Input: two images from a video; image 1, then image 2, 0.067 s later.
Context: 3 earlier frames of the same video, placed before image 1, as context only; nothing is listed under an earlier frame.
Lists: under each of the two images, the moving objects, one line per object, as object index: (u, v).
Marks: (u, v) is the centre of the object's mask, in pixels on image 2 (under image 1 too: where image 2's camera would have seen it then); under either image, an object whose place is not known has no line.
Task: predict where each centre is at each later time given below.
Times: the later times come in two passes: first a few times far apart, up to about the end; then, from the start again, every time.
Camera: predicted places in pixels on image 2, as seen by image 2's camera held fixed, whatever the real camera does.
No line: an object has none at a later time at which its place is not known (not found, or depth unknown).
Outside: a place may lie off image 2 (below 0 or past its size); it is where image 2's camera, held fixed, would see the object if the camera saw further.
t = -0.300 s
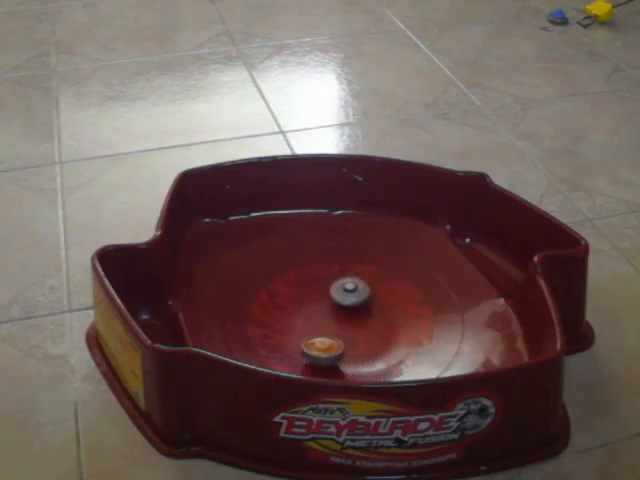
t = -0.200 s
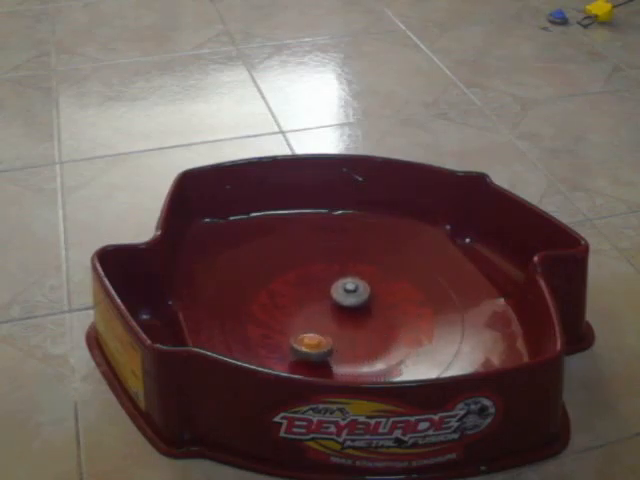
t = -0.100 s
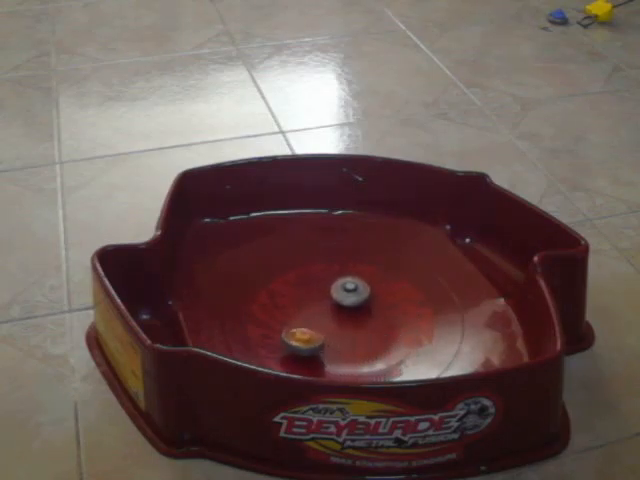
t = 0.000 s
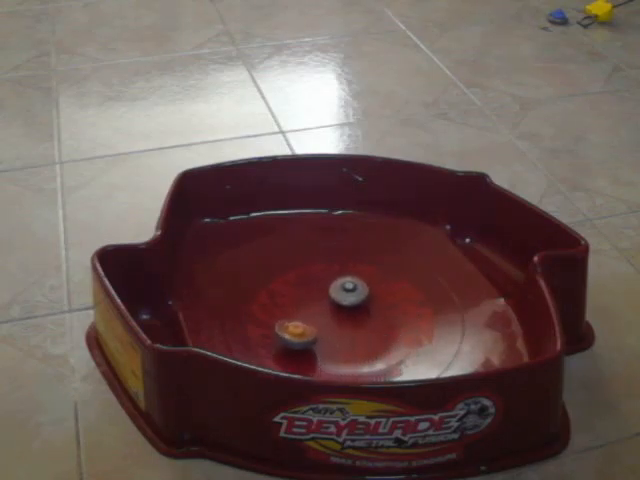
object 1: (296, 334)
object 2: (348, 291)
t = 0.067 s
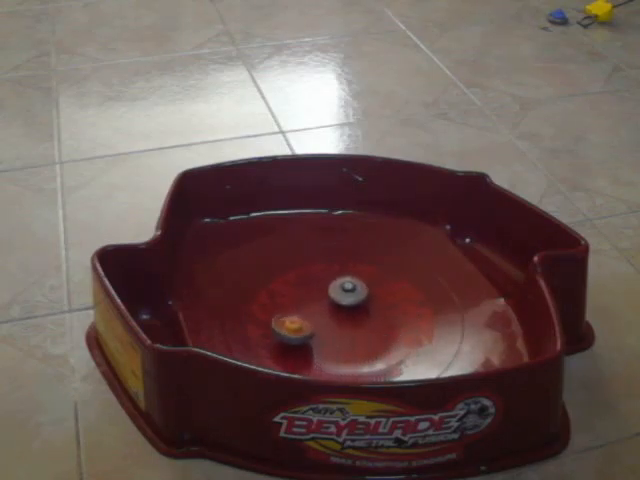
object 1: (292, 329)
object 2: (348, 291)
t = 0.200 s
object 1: (287, 318)
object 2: (348, 291)
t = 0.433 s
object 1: (288, 301)
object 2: (345, 290)
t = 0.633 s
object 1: (297, 290)
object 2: (344, 291)
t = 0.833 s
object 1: (306, 283)
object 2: (347, 291)
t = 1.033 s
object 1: (313, 281)
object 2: (363, 294)
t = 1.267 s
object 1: (333, 284)
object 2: (387, 302)
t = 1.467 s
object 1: (360, 288)
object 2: (391, 322)
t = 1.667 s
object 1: (385, 294)
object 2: (380, 328)
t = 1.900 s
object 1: (394, 298)
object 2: (368, 327)
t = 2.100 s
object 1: (394, 307)
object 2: (354, 323)
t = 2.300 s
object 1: (391, 323)
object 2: (345, 315)
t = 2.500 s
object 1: (383, 338)
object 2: (334, 307)
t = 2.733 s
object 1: (369, 347)
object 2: (331, 294)
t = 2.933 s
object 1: (354, 348)
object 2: (341, 285)
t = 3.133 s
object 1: (332, 345)
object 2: (371, 295)
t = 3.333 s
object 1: (310, 335)
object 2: (363, 304)
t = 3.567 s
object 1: (294, 321)
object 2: (352, 306)
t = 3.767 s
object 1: (292, 311)
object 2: (341, 306)
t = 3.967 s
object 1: (288, 301)
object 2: (343, 303)
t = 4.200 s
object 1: (296, 296)
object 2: (354, 299)
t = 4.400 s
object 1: (312, 291)
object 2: (364, 297)
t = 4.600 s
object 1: (315, 282)
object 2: (389, 299)
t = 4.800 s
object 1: (306, 287)
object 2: (406, 320)
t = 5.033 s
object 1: (324, 294)
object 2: (371, 337)
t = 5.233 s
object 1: (325, 274)
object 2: (361, 343)
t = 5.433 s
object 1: (303, 261)
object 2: (368, 357)
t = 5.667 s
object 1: (294, 287)
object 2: (348, 336)
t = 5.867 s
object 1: (310, 301)
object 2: (353, 313)
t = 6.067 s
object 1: (304, 308)
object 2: (388, 295)
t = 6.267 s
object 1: (309, 317)
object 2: (401, 307)
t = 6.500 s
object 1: (312, 326)
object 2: (370, 309)
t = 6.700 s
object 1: (315, 334)
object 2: (343, 292)
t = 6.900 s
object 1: (321, 339)
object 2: (345, 277)
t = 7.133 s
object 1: (330, 342)
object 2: (362, 295)
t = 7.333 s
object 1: (337, 340)
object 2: (332, 306)
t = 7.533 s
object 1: (343, 333)
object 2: (298, 306)
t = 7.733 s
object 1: (347, 325)
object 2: (299, 289)
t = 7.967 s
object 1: (356, 322)
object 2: (326, 288)
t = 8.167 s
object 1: (373, 335)
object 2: (339, 287)
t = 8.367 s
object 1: (384, 339)
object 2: (337, 299)
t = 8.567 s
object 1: (394, 334)
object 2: (327, 306)
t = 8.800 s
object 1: (391, 323)
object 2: (317, 313)
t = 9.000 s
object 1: (381, 319)
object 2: (311, 314)
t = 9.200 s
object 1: (368, 313)
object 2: (307, 314)
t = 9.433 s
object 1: (356, 304)
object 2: (305, 312)
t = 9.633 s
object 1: (349, 295)
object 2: (308, 310)
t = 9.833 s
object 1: (347, 283)
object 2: (309, 308)
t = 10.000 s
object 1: (347, 274)
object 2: (299, 312)
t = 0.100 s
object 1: (290, 326)
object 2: (348, 291)
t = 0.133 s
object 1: (289, 324)
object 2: (348, 291)
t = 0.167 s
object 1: (288, 321)
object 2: (348, 291)
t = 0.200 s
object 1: (287, 318)
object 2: (348, 291)
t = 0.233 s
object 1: (287, 315)
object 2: (348, 291)
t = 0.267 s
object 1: (287, 313)
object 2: (348, 291)
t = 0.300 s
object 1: (286, 311)
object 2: (347, 291)
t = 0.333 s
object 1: (286, 308)
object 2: (347, 290)
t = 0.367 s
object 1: (286, 306)
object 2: (347, 290)
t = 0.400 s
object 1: (287, 303)
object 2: (346, 290)
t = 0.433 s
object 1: (288, 301)
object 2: (345, 290)
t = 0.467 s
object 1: (289, 299)
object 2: (345, 291)
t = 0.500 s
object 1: (290, 297)
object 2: (345, 291)
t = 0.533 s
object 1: (292, 295)
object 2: (345, 291)
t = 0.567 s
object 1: (293, 293)
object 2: (345, 291)
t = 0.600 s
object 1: (295, 291)
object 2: (345, 291)
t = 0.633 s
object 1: (297, 290)
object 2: (344, 291)
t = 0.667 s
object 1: (298, 289)
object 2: (344, 291)
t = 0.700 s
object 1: (300, 288)
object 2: (344, 290)
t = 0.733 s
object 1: (302, 286)
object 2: (343, 290)
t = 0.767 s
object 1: (303, 285)
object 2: (344, 290)
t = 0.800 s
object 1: (305, 284)
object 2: (345, 290)
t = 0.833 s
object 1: (306, 283)
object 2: (347, 291)
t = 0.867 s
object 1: (308, 283)
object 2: (348, 291)
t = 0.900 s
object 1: (309, 283)
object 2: (349, 291)
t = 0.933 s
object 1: (311, 283)
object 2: (351, 292)
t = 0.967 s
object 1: (313, 282)
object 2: (353, 292)
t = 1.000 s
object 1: (314, 282)
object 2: (357, 293)
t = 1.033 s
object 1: (313, 281)
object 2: (363, 294)
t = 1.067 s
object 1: (314, 281)
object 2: (368, 295)
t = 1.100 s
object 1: (316, 281)
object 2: (371, 296)
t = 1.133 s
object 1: (319, 282)
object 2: (375, 296)
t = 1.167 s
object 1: (321, 282)
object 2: (377, 297)
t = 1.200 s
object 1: (325, 283)
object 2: (380, 298)
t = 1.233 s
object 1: (329, 283)
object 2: (384, 299)
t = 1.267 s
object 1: (333, 284)
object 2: (387, 302)
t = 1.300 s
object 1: (337, 284)
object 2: (390, 305)
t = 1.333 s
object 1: (342, 285)
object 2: (392, 308)
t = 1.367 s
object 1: (346, 285)
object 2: (393, 312)
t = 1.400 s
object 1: (351, 286)
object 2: (393, 316)
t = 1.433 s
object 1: (355, 287)
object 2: (393, 319)
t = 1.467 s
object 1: (360, 288)
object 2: (391, 322)
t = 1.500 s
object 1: (364, 288)
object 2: (390, 324)
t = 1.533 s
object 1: (369, 290)
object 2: (388, 325)
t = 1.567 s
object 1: (373, 290)
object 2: (386, 326)
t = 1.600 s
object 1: (378, 292)
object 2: (384, 327)
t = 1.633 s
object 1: (381, 293)
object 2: (382, 328)
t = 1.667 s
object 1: (385, 294)
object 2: (380, 328)
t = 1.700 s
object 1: (388, 294)
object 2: (379, 329)
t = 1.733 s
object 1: (390, 295)
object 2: (378, 329)
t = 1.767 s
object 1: (392, 296)
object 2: (376, 329)
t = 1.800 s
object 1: (392, 296)
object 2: (374, 329)
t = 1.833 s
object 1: (393, 297)
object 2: (372, 328)
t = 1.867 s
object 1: (394, 298)
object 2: (371, 328)
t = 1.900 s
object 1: (394, 298)
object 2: (368, 327)
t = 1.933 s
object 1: (394, 299)
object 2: (366, 327)
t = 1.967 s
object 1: (394, 300)
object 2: (364, 326)
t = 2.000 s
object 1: (394, 302)
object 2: (361, 325)
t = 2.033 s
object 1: (394, 303)
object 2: (358, 325)
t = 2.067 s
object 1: (394, 305)
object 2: (356, 324)
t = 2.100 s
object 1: (394, 307)
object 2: (354, 323)
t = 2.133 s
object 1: (393, 309)
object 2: (353, 322)
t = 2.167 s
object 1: (393, 312)
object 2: (351, 321)
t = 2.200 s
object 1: (392, 314)
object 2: (349, 319)
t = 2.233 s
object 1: (392, 317)
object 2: (348, 318)
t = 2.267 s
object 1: (392, 320)
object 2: (347, 317)
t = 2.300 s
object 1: (391, 323)
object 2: (345, 315)
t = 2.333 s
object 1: (390, 326)
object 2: (343, 314)
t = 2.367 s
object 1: (389, 328)
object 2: (340, 312)
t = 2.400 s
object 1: (387, 331)
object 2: (338, 311)
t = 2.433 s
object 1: (386, 334)
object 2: (336, 310)
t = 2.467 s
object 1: (385, 336)
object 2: (335, 308)
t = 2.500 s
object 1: (383, 338)
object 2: (334, 307)
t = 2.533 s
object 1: (381, 340)
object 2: (332, 304)
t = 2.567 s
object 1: (379, 342)
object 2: (331, 303)
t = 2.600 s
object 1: (377, 344)
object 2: (330, 301)
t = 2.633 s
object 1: (375, 345)
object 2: (330, 299)
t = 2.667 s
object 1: (373, 346)
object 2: (330, 298)
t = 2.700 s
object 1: (371, 347)
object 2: (330, 296)
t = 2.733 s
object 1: (369, 347)
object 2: (331, 294)
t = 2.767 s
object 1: (367, 348)
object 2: (331, 293)
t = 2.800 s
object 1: (365, 348)
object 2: (332, 291)
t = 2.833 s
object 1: (362, 348)
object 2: (333, 289)
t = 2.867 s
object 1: (360, 348)
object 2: (334, 287)
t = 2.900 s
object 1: (357, 349)
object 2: (337, 285)
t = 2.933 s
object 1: (354, 348)
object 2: (341, 285)
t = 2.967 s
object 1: (351, 348)
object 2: (346, 284)
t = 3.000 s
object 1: (347, 347)
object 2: (352, 285)
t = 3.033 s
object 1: (343, 347)
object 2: (358, 286)
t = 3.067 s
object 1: (339, 347)
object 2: (364, 289)
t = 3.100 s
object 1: (336, 346)
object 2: (368, 292)
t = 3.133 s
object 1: (332, 345)
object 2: (371, 295)
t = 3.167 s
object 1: (328, 344)
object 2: (372, 297)
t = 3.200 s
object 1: (324, 343)
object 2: (371, 299)
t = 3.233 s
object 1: (320, 341)
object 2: (370, 301)
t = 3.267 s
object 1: (316, 339)
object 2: (367, 302)
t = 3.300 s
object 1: (314, 337)
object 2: (365, 303)
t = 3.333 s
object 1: (310, 335)
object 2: (363, 304)
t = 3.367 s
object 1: (308, 333)
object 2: (361, 305)
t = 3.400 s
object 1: (305, 332)
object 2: (360, 306)
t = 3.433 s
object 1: (302, 329)
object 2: (358, 306)
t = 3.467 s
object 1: (300, 327)
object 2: (357, 306)
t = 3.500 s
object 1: (298, 325)
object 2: (355, 306)
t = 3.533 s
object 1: (296, 324)
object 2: (354, 306)
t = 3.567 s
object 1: (294, 321)
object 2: (352, 306)
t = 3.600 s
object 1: (293, 320)
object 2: (351, 306)
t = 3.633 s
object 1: (292, 318)
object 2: (349, 306)
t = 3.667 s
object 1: (292, 316)
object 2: (347, 306)
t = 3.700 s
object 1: (292, 314)
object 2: (345, 306)
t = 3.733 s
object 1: (291, 312)
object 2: (343, 306)
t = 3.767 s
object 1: (292, 311)
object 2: (341, 306)
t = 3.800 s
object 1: (292, 309)
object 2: (340, 306)
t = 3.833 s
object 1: (293, 308)
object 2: (338, 306)
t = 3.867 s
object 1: (293, 306)
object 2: (337, 305)
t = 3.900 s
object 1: (293, 304)
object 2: (336, 305)
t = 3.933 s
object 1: (290, 303)
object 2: (340, 304)
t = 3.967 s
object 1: (288, 301)
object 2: (343, 303)
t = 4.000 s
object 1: (288, 300)
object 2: (345, 302)
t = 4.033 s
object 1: (288, 300)
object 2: (346, 301)
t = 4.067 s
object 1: (289, 299)
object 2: (348, 301)
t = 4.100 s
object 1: (290, 298)
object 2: (349, 300)
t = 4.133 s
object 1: (291, 297)
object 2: (351, 300)
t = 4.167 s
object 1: (293, 297)
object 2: (352, 300)
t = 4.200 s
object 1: (296, 296)
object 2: (354, 299)
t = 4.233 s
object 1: (298, 295)
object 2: (355, 299)
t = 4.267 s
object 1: (300, 294)
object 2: (357, 299)
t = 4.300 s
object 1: (303, 293)
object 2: (358, 298)
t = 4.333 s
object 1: (306, 293)
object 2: (360, 299)
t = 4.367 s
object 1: (309, 292)
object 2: (362, 298)
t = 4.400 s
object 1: (312, 291)
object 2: (364, 297)
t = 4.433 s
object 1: (316, 290)
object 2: (365, 296)
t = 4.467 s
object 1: (319, 289)
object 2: (366, 296)
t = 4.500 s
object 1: (322, 288)
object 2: (367, 295)
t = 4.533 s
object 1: (326, 287)
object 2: (367, 295)
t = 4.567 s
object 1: (321, 284)
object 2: (378, 297)
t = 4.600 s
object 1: (315, 282)
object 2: (389, 299)
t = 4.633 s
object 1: (311, 281)
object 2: (397, 301)
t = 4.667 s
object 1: (309, 281)
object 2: (404, 304)
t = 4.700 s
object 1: (308, 282)
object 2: (406, 307)
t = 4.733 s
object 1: (307, 284)
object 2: (407, 311)
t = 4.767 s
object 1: (306, 285)
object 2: (407, 315)
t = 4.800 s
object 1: (306, 287)
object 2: (406, 320)
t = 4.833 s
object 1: (308, 289)
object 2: (404, 325)
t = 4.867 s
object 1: (309, 290)
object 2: (400, 330)
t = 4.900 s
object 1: (311, 291)
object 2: (395, 335)
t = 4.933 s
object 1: (314, 292)
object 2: (389, 338)
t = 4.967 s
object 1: (317, 293)
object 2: (382, 339)
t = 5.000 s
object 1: (320, 293)
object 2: (376, 339)
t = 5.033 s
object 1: (324, 294)
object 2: (371, 337)
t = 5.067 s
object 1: (328, 295)
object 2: (366, 335)
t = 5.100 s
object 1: (331, 296)
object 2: (361, 332)
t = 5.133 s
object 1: (334, 296)
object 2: (357, 329)
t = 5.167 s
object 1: (336, 296)
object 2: (353, 326)
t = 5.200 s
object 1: (331, 284)
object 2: (357, 334)
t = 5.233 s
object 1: (325, 274)
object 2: (361, 343)
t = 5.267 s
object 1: (321, 265)
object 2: (365, 351)
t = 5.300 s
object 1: (317, 260)
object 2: (367, 356)
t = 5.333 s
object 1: (313, 257)
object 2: (368, 359)
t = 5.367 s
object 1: (310, 257)
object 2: (370, 360)
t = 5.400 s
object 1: (306, 259)
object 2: (369, 359)
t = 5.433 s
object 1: (303, 261)
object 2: (368, 357)
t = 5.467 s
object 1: (300, 263)
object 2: (365, 355)
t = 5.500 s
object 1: (298, 266)
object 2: (361, 352)
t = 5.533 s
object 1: (296, 270)
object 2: (356, 349)
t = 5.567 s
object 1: (295, 274)
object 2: (352, 346)
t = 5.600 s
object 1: (294, 278)
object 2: (350, 343)
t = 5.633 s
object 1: (293, 283)
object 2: (349, 340)
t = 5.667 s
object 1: (294, 287)
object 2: (348, 336)
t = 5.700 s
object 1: (295, 291)
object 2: (347, 332)
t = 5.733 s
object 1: (297, 294)
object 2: (347, 328)
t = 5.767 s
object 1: (300, 297)
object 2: (347, 324)
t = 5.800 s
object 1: (304, 298)
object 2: (348, 320)
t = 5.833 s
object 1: (307, 300)
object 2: (349, 316)
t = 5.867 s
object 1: (310, 301)
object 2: (353, 313)
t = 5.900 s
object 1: (306, 302)
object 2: (362, 309)
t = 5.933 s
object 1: (303, 304)
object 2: (369, 306)
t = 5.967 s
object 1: (302, 304)
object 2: (375, 303)
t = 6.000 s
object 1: (303, 305)
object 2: (379, 300)
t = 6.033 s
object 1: (303, 306)
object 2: (383, 297)
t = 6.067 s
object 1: (304, 308)
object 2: (388, 295)
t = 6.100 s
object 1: (305, 309)
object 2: (391, 293)
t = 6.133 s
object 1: (306, 311)
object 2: (394, 294)
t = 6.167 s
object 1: (306, 312)
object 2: (397, 296)
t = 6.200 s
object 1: (307, 314)
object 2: (399, 298)
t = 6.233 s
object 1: (308, 315)
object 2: (401, 302)
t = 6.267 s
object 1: (309, 317)
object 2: (401, 307)
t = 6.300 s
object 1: (309, 318)
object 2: (399, 311)
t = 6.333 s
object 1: (310, 319)
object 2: (395, 314)
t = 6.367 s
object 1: (310, 321)
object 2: (390, 315)
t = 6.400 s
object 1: (311, 322)
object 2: (386, 315)
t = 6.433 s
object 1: (311, 323)
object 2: (380, 313)
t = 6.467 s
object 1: (312, 324)
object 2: (375, 311)
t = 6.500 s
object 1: (312, 326)
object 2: (370, 309)
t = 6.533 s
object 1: (313, 327)
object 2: (365, 307)
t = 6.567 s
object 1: (313, 328)
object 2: (360, 304)
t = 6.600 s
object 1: (314, 330)
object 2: (355, 301)
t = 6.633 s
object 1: (314, 331)
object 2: (351, 298)
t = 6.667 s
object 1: (315, 331)
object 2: (346, 295)
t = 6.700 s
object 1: (315, 334)
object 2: (343, 292)
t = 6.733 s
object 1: (316, 333)
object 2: (339, 289)
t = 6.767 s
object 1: (317, 335)
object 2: (337, 285)
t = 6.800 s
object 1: (318, 336)
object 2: (336, 282)
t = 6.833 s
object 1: (319, 337)
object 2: (338, 280)
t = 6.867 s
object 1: (320, 338)
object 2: (340, 278)
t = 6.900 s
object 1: (321, 339)
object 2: (345, 277)
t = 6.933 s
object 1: (322, 340)
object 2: (350, 278)
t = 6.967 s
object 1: (324, 341)
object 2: (355, 279)
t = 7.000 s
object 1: (325, 341)
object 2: (360, 282)
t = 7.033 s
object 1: (327, 342)
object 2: (364, 286)
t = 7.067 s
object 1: (328, 342)
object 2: (365, 290)
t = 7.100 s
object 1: (329, 342)
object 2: (365, 293)
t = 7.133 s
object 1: (330, 342)
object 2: (362, 295)
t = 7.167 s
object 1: (332, 342)
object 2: (359, 298)
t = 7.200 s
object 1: (333, 342)
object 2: (354, 300)
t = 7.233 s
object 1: (334, 342)
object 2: (349, 301)
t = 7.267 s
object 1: (335, 341)
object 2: (344, 303)
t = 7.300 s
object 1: (336, 341)
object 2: (338, 305)
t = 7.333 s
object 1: (337, 340)
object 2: (332, 306)
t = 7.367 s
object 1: (339, 339)
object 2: (327, 307)
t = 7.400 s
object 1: (340, 338)
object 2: (321, 307)
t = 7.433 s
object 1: (341, 337)
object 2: (314, 307)
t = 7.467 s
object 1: (342, 335)
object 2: (309, 307)
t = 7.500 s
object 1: (343, 334)
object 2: (303, 307)
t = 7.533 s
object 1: (343, 333)
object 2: (298, 306)
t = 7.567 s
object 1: (344, 331)
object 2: (294, 304)
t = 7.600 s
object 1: (345, 330)
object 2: (291, 301)
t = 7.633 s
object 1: (346, 329)
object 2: (290, 298)
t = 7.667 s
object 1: (346, 327)
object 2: (291, 294)
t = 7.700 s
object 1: (347, 326)
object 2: (295, 291)
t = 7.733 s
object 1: (347, 325)
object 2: (299, 289)
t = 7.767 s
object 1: (348, 323)
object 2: (305, 288)
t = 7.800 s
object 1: (348, 322)
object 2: (311, 288)
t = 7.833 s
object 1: (349, 320)
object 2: (316, 288)
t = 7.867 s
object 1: (349, 319)
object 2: (322, 290)
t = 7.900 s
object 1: (349, 317)
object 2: (326, 291)
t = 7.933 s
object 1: (351, 317)
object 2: (328, 292)
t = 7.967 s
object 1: (356, 322)
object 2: (326, 288)
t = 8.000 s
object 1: (359, 326)
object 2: (325, 286)
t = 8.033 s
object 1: (363, 329)
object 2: (327, 285)
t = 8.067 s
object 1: (365, 332)
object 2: (329, 284)
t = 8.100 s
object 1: (368, 333)
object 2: (333, 284)
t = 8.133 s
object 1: (371, 334)
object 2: (337, 286)
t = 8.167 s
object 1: (373, 335)
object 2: (339, 287)
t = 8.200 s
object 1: (375, 336)
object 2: (341, 289)
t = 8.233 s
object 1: (377, 337)
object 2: (341, 291)
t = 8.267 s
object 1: (379, 338)
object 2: (341, 293)
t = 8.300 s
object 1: (381, 339)
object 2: (340, 295)
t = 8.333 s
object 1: (382, 339)
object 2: (338, 297)
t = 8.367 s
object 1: (384, 339)
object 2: (337, 299)
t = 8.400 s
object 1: (386, 339)
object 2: (335, 300)
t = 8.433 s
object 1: (388, 339)
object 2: (334, 302)
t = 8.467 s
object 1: (390, 338)
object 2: (332, 303)
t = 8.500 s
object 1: (392, 337)
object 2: (330, 304)
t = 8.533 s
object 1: (393, 335)
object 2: (329, 305)
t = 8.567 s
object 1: (394, 334)
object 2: (327, 306)
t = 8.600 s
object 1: (395, 332)
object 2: (325, 307)
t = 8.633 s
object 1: (396, 330)
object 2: (323, 309)
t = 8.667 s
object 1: (396, 329)
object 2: (322, 309)
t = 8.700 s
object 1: (395, 327)
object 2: (320, 311)
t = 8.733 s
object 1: (394, 326)
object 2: (319, 311)
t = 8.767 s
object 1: (393, 324)
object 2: (317, 312)
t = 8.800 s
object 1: (391, 323)
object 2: (317, 313)
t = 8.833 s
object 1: (390, 323)
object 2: (316, 314)
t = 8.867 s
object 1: (388, 322)
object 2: (315, 314)
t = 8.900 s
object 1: (386, 321)
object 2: (314, 314)
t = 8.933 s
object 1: (385, 320)
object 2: (313, 315)
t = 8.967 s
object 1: (383, 320)
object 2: (312, 314)
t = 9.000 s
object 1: (381, 319)
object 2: (311, 314)
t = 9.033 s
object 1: (379, 318)
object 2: (310, 315)
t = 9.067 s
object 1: (376, 317)
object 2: (309, 314)
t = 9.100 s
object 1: (374, 316)
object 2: (309, 314)
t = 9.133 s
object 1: (372, 315)
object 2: (308, 314)
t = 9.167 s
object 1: (370, 314)
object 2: (307, 314)
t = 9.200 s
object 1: (368, 313)
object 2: (307, 314)
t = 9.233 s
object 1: (366, 312)
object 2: (306, 314)
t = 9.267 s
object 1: (364, 310)
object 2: (305, 313)
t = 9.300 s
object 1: (363, 309)
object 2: (305, 313)
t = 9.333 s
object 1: (361, 308)
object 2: (304, 313)
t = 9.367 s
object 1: (359, 307)
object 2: (304, 313)
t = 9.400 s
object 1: (357, 305)
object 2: (304, 313)
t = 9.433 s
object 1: (356, 304)
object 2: (305, 312)
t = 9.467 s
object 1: (355, 302)
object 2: (305, 312)
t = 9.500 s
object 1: (354, 301)
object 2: (305, 312)
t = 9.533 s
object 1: (353, 299)
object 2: (306, 312)
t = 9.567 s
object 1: (351, 298)
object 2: (306, 311)
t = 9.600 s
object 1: (350, 296)
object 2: (307, 311)
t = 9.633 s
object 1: (349, 295)
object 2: (308, 310)
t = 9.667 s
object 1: (348, 293)
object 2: (309, 310)
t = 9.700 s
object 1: (347, 291)
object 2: (310, 309)
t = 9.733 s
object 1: (346, 290)
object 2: (311, 308)
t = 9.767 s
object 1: (345, 288)
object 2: (311, 308)
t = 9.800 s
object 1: (344, 286)
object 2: (313, 307)
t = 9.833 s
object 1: (347, 283)
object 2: (309, 308)
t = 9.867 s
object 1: (350, 279)
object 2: (306, 309)
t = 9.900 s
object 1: (351, 278)
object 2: (303, 311)
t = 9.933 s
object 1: (351, 276)
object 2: (302, 311)
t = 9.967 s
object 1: (349, 275)
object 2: (300, 312)
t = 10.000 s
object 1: (347, 274)
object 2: (299, 312)
